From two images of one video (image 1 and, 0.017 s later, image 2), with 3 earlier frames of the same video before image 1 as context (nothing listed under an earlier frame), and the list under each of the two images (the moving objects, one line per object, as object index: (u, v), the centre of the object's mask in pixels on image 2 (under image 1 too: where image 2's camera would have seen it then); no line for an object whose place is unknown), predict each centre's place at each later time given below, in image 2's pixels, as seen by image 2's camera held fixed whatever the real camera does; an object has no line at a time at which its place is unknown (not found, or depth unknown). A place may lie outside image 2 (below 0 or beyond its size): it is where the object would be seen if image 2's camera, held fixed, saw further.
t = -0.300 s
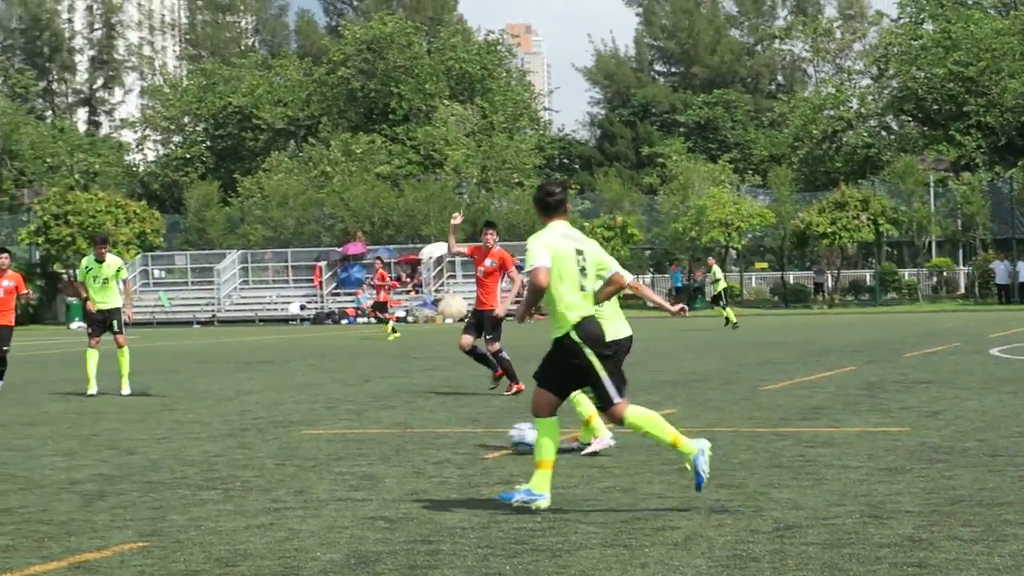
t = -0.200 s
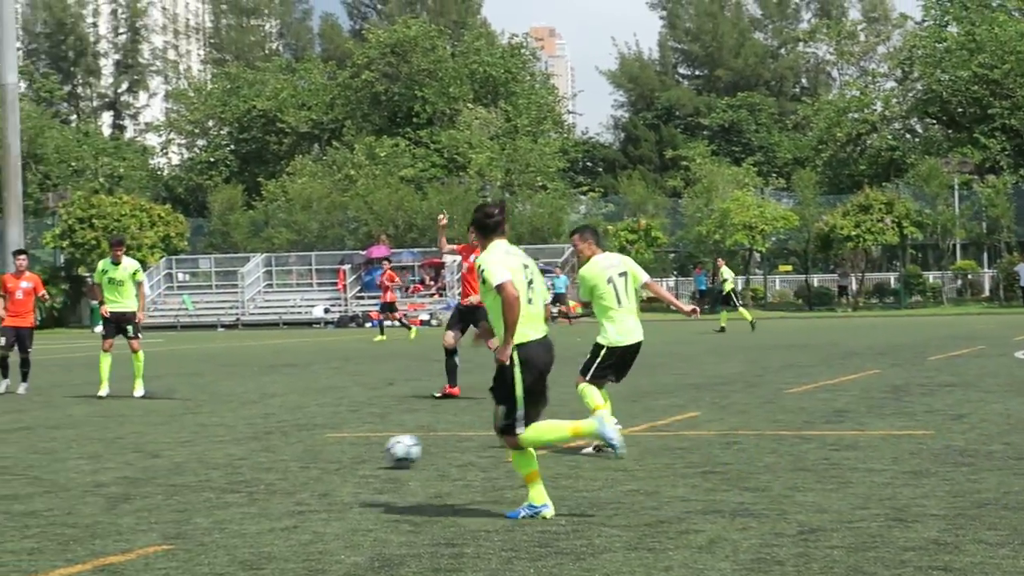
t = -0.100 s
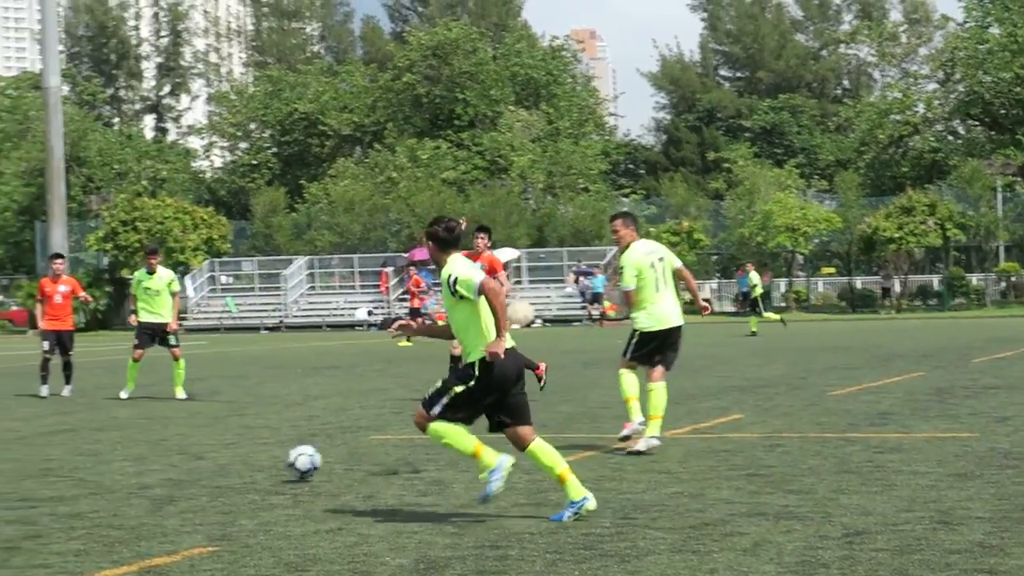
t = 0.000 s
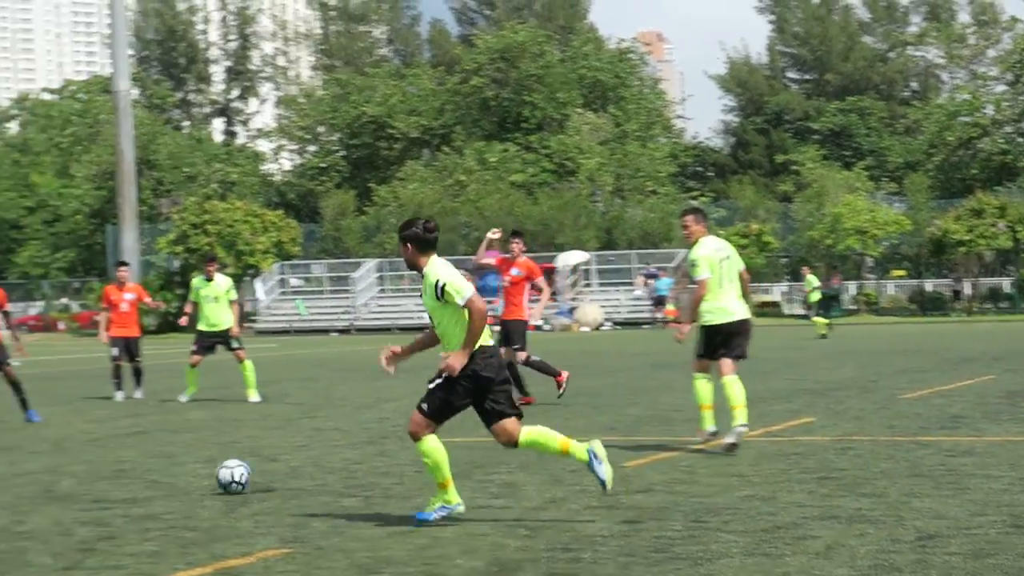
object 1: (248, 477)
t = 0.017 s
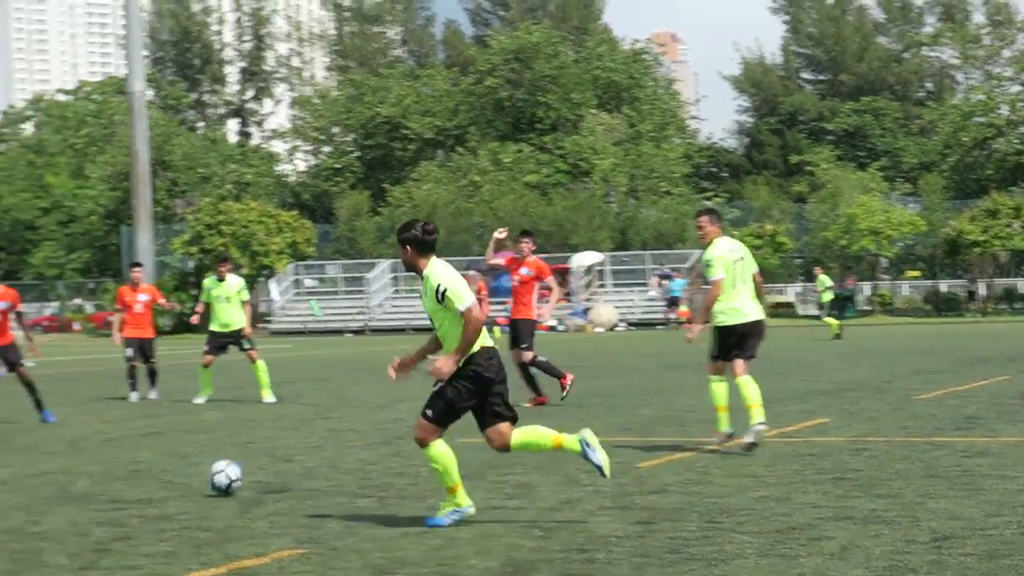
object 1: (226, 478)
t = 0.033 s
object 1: (201, 479)
